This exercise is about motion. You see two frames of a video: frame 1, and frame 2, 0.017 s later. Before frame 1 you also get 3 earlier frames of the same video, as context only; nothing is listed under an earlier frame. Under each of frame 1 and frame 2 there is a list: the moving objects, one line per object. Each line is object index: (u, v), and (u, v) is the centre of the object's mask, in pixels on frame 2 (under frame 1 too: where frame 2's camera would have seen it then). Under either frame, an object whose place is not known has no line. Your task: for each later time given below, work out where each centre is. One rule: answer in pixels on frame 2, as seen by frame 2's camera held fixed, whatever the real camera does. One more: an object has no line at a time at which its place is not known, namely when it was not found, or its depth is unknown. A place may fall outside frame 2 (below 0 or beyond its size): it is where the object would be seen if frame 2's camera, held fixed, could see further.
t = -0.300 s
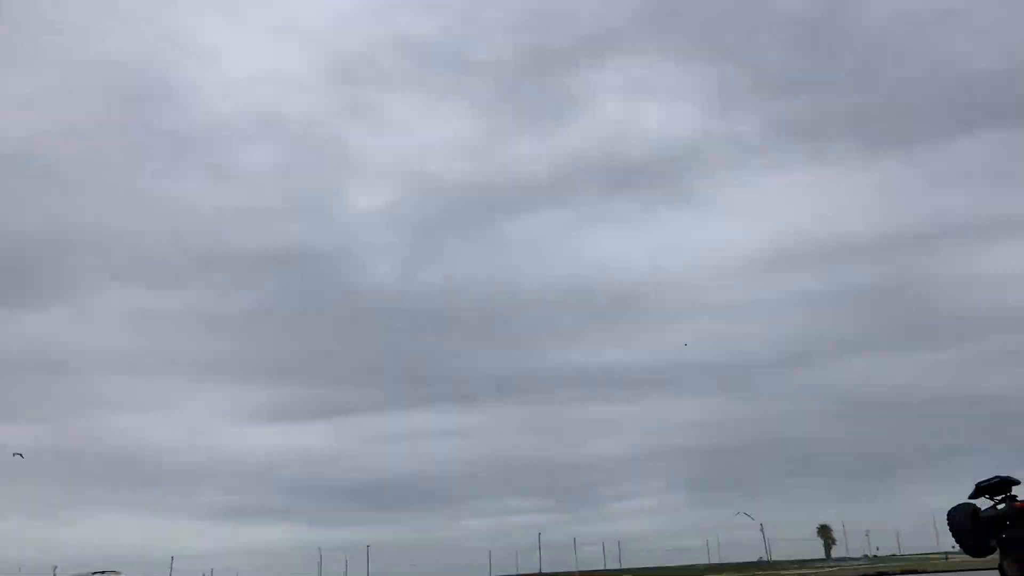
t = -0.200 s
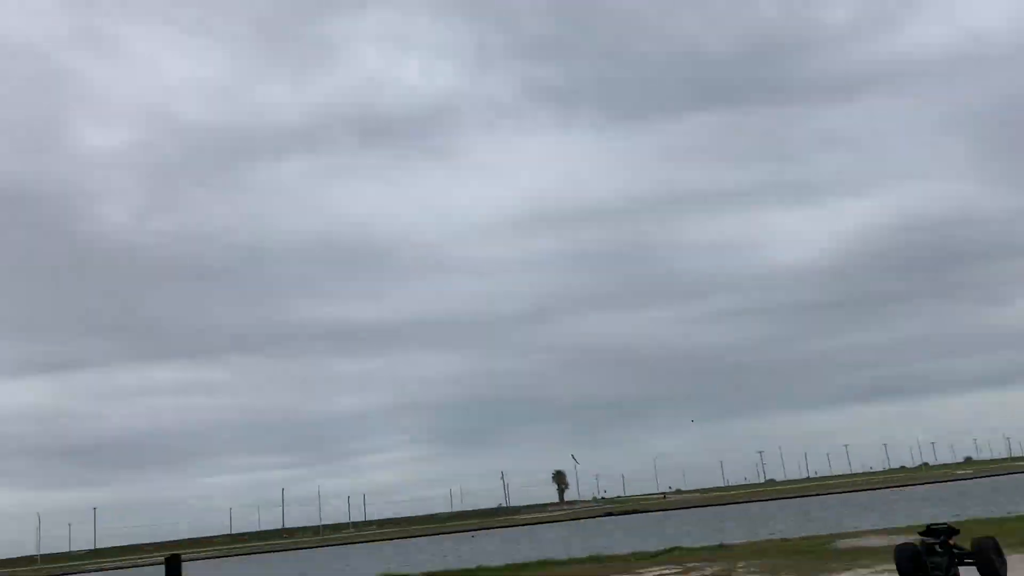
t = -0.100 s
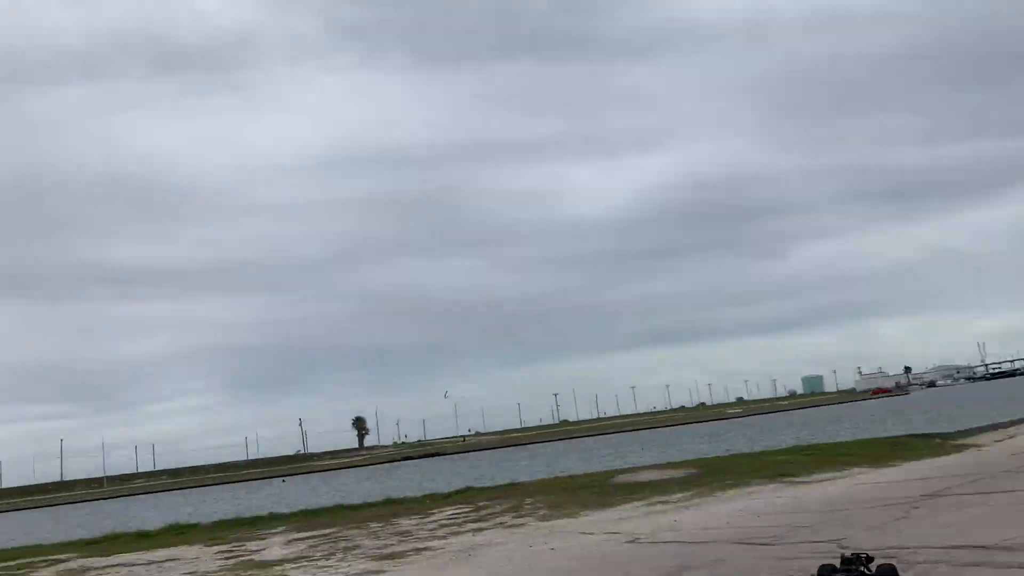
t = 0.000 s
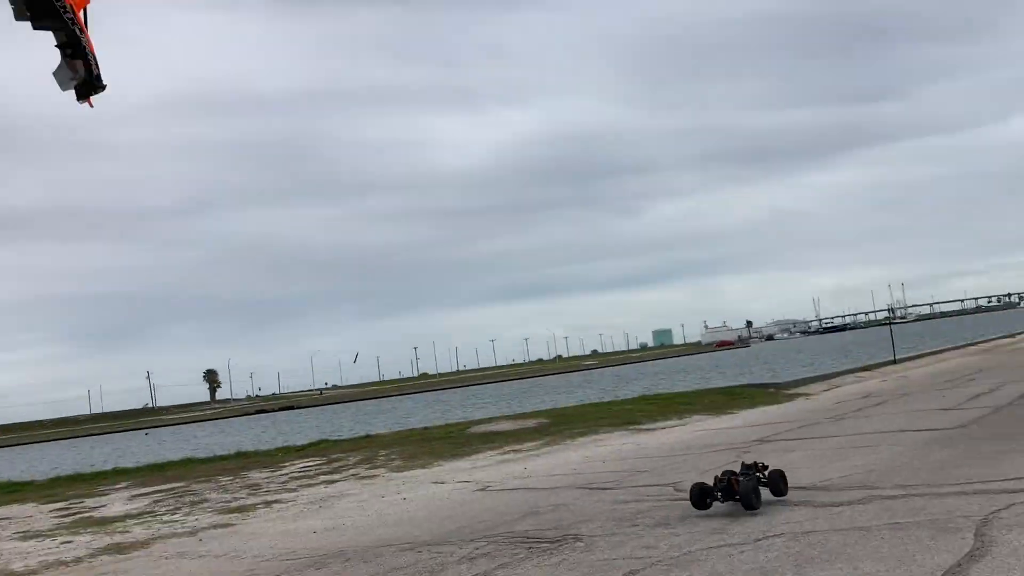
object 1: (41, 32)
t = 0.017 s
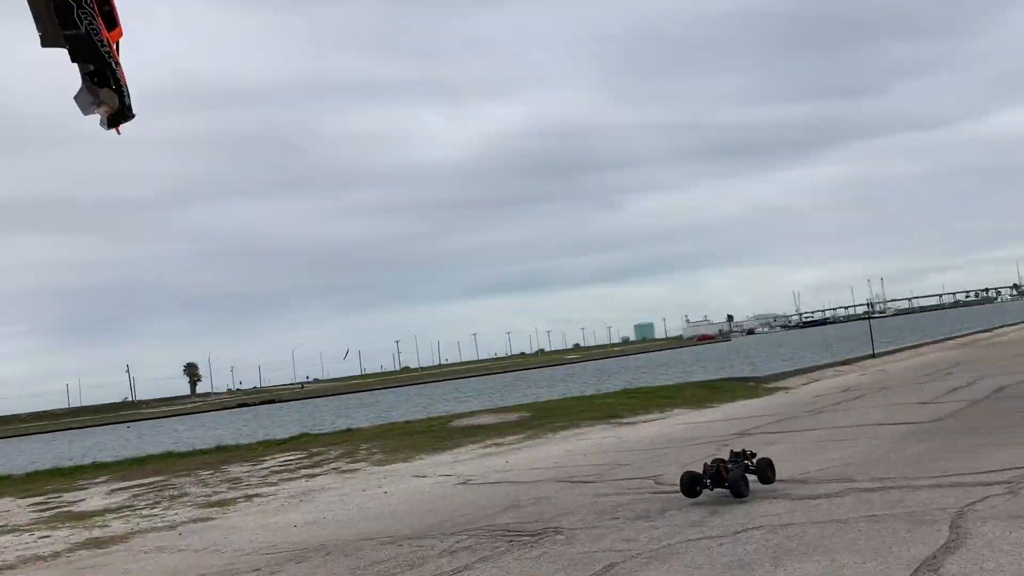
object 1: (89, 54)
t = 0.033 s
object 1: (136, 76)
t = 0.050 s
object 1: (183, 99)
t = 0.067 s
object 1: (227, 123)
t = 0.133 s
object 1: (373, 249)
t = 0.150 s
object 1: (403, 278)
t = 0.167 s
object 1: (432, 306)
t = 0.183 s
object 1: (458, 332)
